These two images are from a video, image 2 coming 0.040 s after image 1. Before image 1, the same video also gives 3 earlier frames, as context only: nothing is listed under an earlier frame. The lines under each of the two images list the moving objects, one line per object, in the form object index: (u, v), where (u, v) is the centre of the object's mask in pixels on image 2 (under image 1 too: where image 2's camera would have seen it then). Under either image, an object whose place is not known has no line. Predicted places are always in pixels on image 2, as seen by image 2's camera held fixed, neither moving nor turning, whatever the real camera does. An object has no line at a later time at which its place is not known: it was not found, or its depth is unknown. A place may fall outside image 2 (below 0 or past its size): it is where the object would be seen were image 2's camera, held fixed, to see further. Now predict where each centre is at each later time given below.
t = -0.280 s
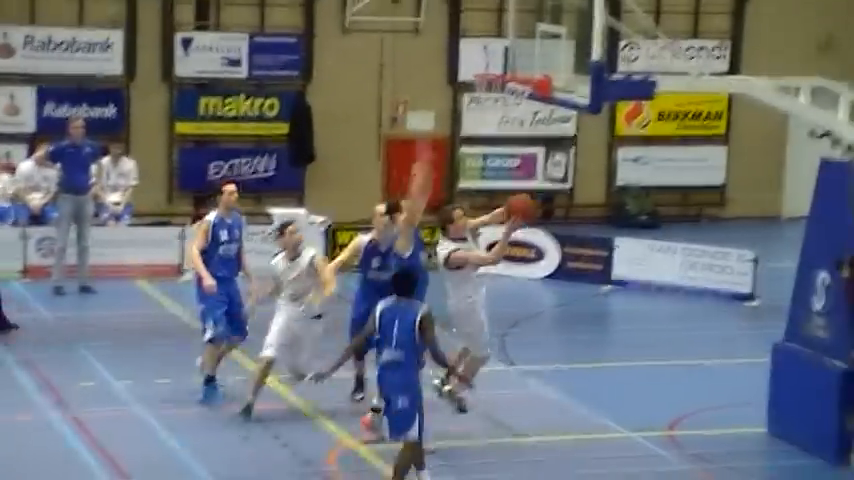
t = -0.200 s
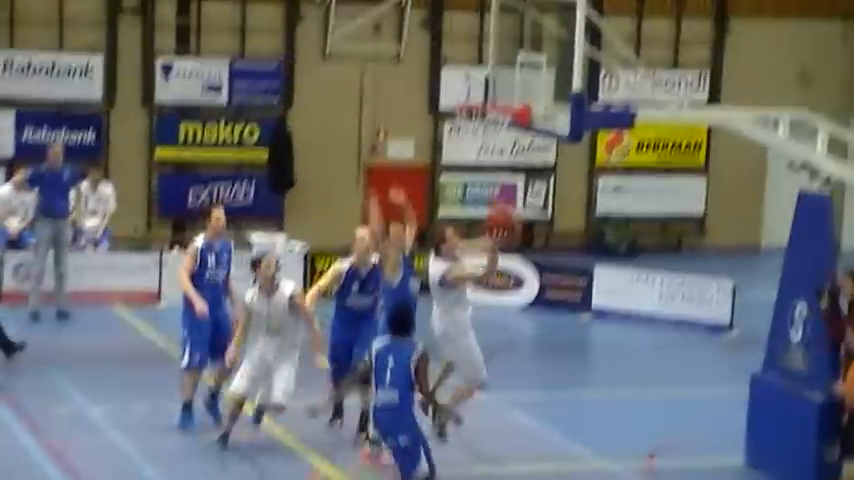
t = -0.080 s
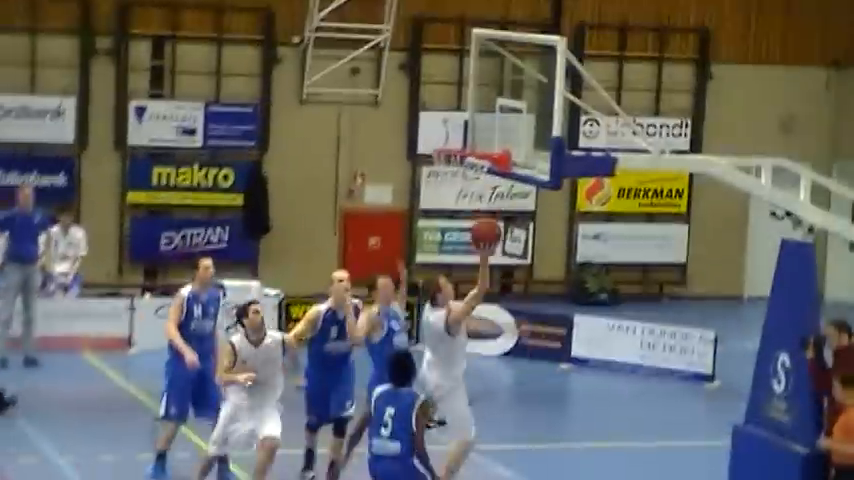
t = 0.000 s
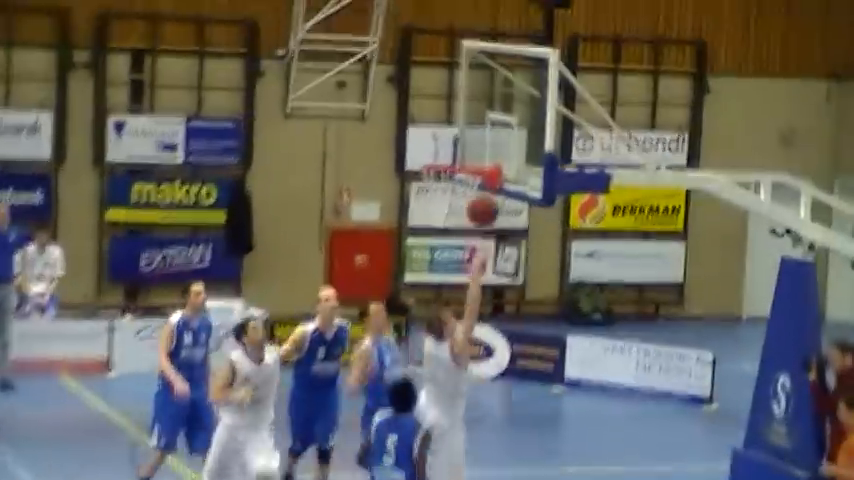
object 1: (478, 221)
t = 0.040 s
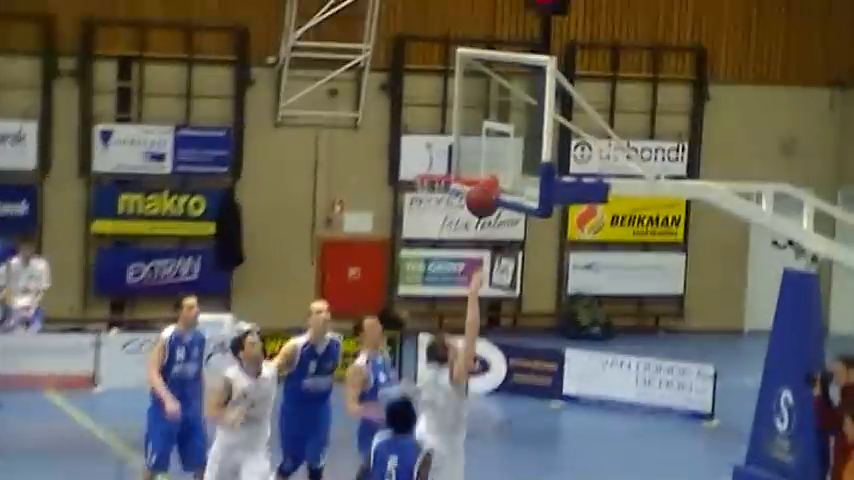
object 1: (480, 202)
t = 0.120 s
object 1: (491, 166)
